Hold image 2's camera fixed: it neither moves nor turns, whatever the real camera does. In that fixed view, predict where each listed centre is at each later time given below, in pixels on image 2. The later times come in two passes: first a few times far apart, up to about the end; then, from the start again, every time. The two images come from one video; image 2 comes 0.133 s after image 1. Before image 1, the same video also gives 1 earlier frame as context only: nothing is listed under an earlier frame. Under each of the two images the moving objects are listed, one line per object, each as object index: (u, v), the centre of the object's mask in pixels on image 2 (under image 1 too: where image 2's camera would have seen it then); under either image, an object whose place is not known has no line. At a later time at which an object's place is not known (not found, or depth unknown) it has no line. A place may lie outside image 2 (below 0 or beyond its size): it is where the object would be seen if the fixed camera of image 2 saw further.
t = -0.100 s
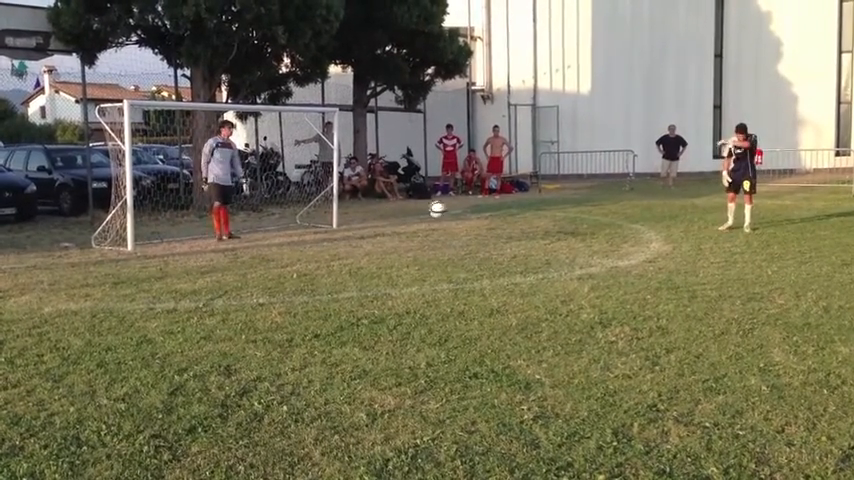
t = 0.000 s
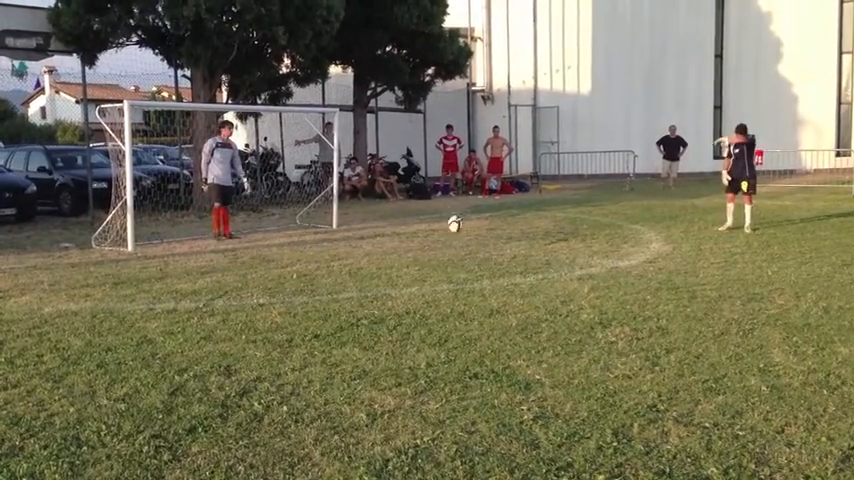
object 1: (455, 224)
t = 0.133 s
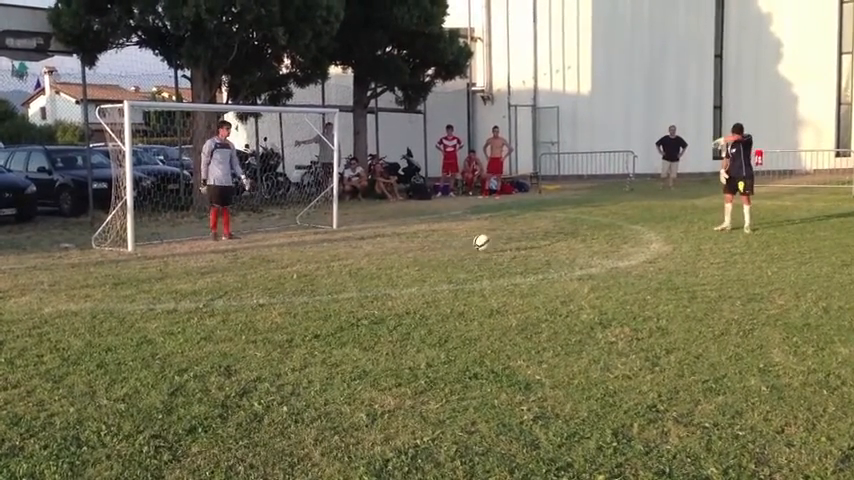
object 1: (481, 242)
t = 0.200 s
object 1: (493, 232)
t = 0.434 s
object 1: (536, 225)
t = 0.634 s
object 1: (575, 247)
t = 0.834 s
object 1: (617, 238)
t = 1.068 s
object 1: (667, 247)
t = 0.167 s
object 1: (487, 237)
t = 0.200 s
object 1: (493, 232)
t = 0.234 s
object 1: (499, 229)
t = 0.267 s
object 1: (504, 227)
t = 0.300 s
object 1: (511, 224)
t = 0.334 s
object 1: (518, 223)
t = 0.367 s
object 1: (523, 223)
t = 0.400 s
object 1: (529, 223)
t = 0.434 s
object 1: (536, 225)
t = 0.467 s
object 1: (543, 228)
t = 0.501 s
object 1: (549, 232)
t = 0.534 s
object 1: (556, 236)
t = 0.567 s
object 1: (562, 240)
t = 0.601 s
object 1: (569, 247)
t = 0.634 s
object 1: (575, 247)
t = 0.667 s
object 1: (582, 243)
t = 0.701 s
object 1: (589, 241)
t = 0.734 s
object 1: (596, 239)
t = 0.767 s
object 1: (603, 238)
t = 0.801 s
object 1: (610, 238)
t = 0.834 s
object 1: (617, 238)
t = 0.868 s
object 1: (624, 239)
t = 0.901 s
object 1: (631, 242)
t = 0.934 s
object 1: (638, 244)
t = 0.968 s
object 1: (646, 249)
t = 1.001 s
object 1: (654, 251)
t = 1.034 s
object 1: (661, 249)
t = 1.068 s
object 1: (667, 247)
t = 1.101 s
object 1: (674, 246)
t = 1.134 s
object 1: (681, 245)
